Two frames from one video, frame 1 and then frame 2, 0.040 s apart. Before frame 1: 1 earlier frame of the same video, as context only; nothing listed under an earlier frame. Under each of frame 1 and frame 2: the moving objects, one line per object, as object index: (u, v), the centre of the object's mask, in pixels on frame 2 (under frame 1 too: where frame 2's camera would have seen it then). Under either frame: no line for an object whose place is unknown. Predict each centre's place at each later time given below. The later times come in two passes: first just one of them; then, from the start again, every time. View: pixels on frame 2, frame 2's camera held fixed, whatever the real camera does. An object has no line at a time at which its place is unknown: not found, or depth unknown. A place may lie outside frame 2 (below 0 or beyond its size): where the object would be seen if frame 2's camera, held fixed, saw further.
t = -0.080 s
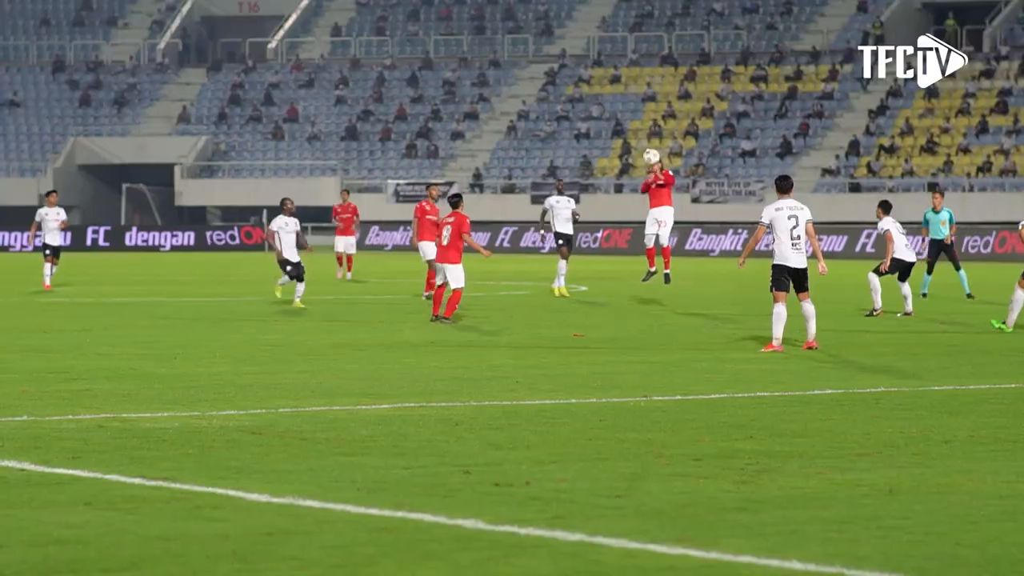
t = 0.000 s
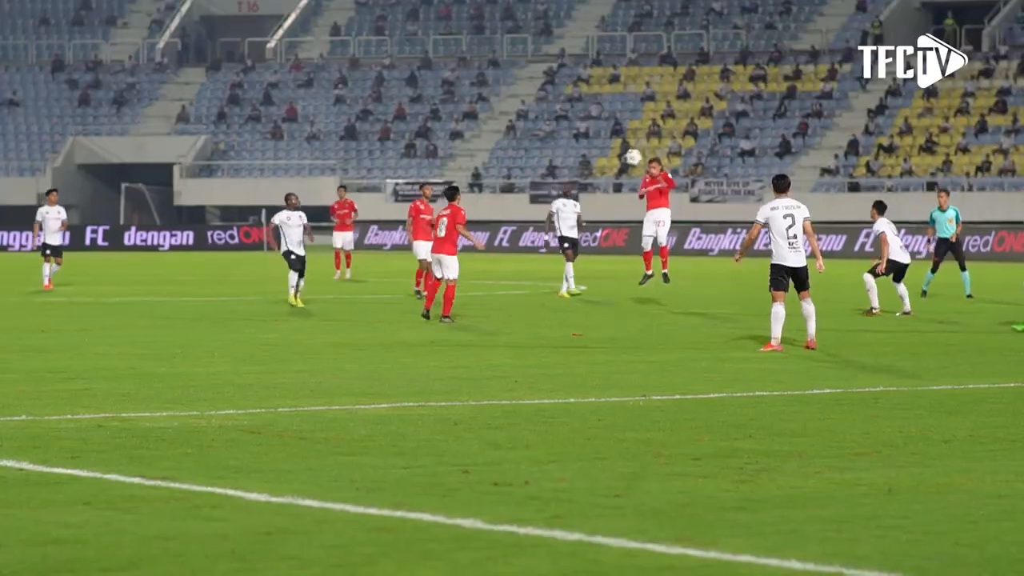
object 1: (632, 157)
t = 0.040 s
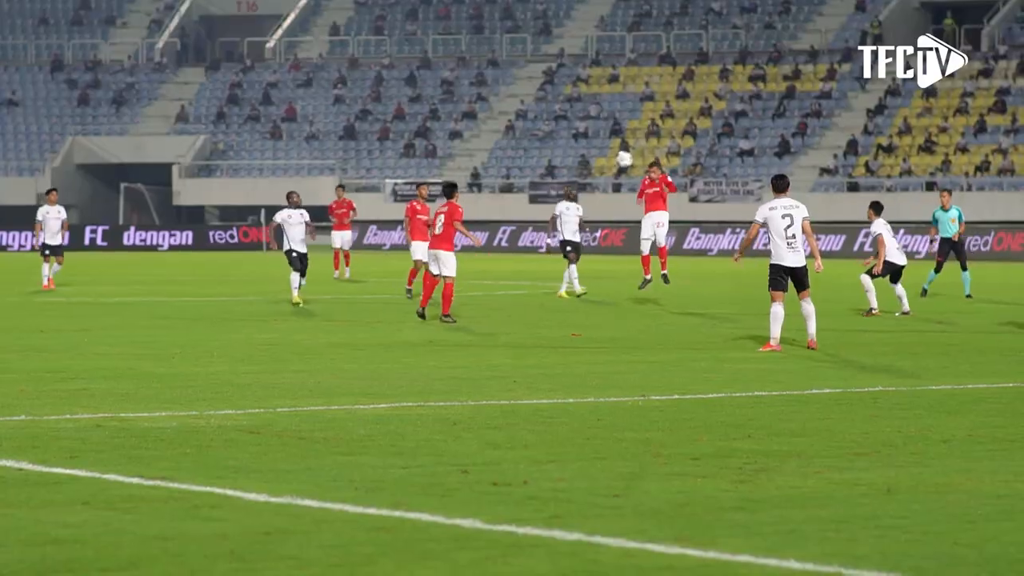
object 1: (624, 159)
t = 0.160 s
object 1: (598, 172)
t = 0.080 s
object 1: (616, 162)
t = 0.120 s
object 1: (607, 166)
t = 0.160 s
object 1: (598, 172)
